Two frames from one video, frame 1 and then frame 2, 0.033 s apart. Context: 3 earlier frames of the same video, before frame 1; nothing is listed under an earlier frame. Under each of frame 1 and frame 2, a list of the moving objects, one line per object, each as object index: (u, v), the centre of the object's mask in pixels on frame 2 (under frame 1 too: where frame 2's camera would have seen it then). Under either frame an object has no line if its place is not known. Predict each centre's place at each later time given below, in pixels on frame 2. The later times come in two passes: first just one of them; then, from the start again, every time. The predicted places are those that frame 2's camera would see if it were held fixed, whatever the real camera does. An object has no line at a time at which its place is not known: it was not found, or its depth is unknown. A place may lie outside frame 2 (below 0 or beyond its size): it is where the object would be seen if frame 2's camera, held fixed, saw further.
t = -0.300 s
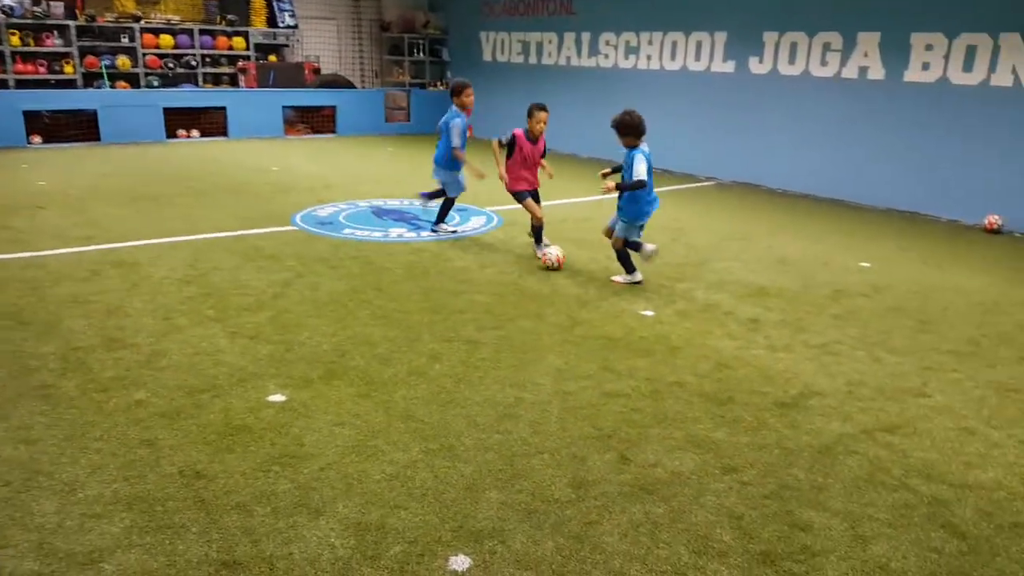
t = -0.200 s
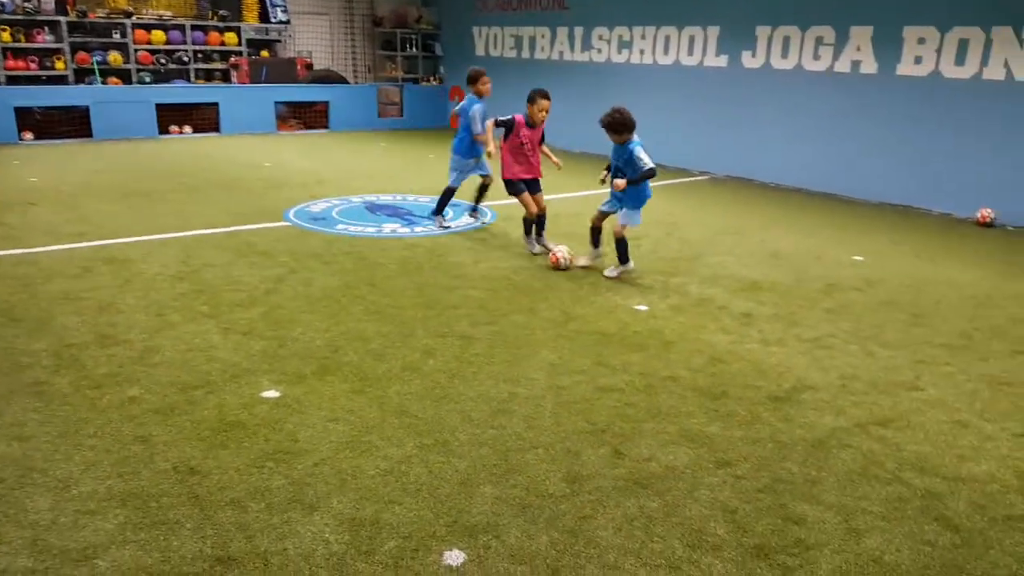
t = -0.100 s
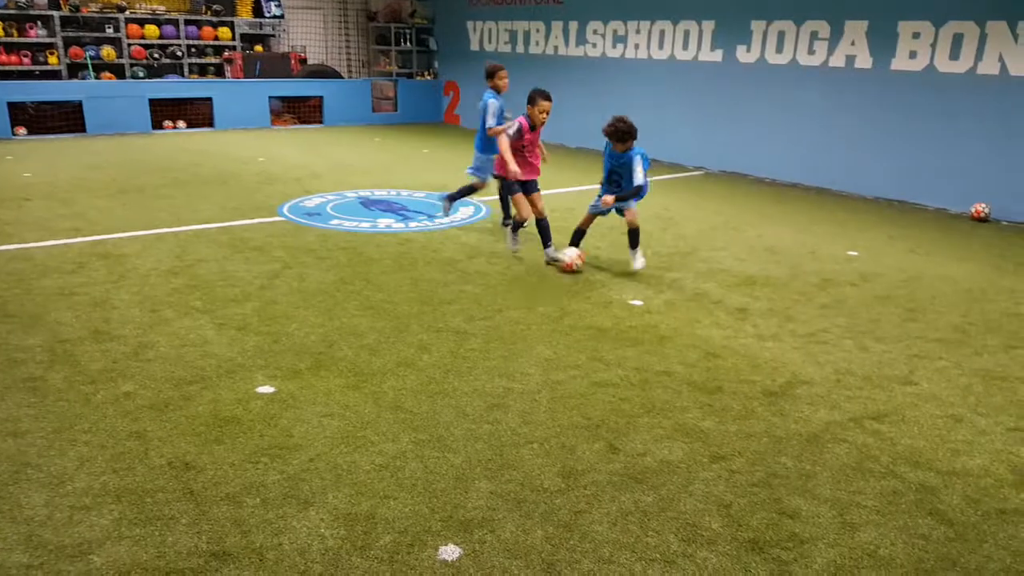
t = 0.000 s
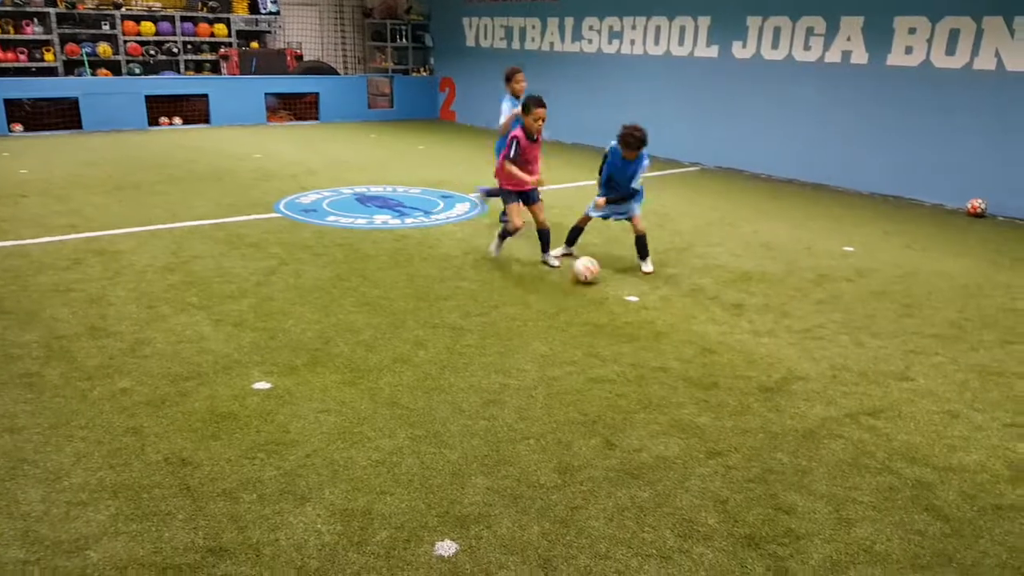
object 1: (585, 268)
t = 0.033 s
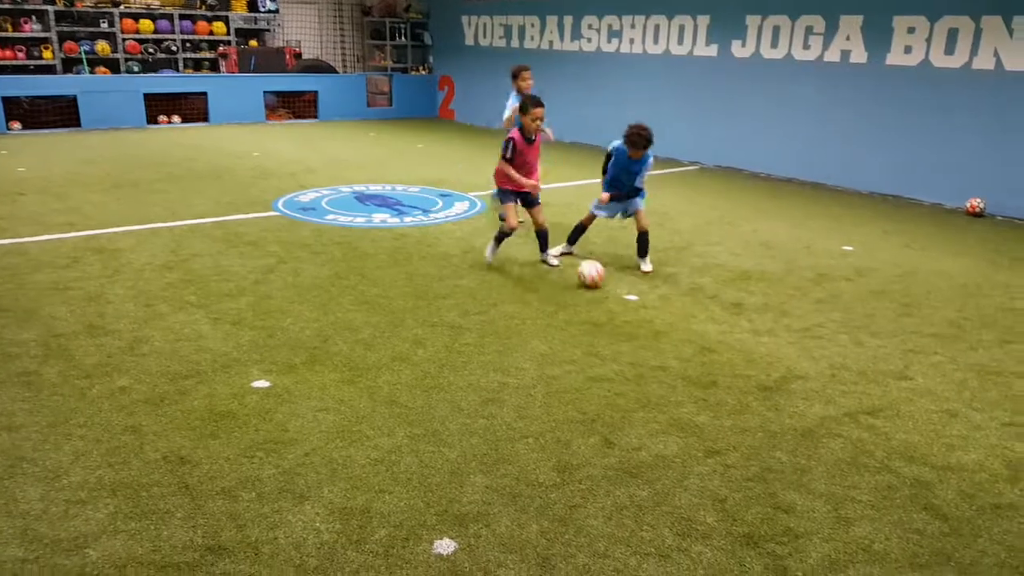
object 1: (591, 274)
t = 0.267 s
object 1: (637, 307)
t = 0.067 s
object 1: (596, 278)
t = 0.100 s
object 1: (603, 284)
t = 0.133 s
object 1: (609, 288)
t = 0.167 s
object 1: (616, 293)
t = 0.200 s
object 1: (622, 298)
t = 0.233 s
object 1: (629, 303)
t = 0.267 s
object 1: (637, 307)
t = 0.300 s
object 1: (645, 312)
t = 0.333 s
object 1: (652, 317)
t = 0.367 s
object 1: (661, 324)
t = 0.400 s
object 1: (669, 331)
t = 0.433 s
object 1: (678, 336)
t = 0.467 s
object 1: (686, 342)
